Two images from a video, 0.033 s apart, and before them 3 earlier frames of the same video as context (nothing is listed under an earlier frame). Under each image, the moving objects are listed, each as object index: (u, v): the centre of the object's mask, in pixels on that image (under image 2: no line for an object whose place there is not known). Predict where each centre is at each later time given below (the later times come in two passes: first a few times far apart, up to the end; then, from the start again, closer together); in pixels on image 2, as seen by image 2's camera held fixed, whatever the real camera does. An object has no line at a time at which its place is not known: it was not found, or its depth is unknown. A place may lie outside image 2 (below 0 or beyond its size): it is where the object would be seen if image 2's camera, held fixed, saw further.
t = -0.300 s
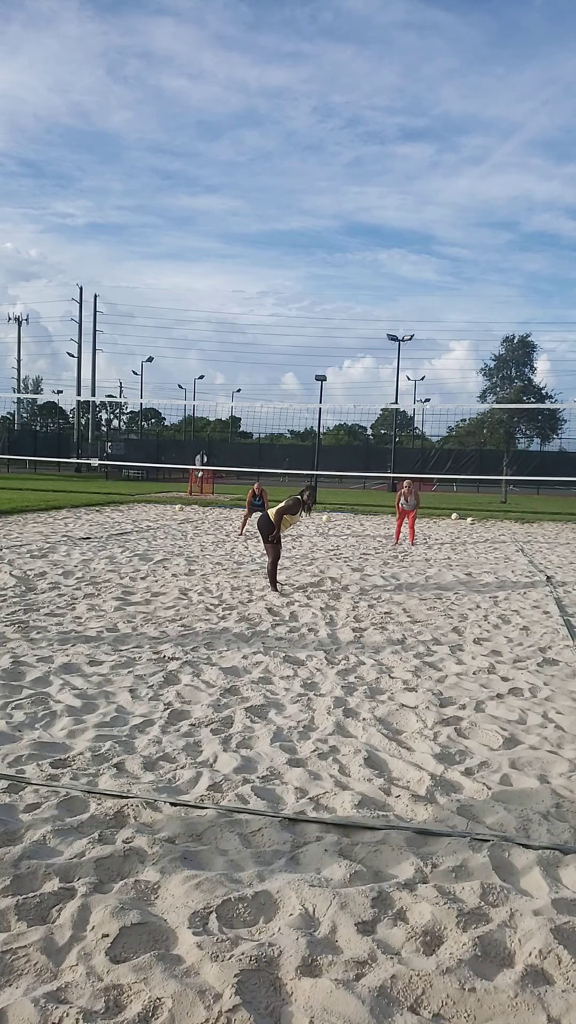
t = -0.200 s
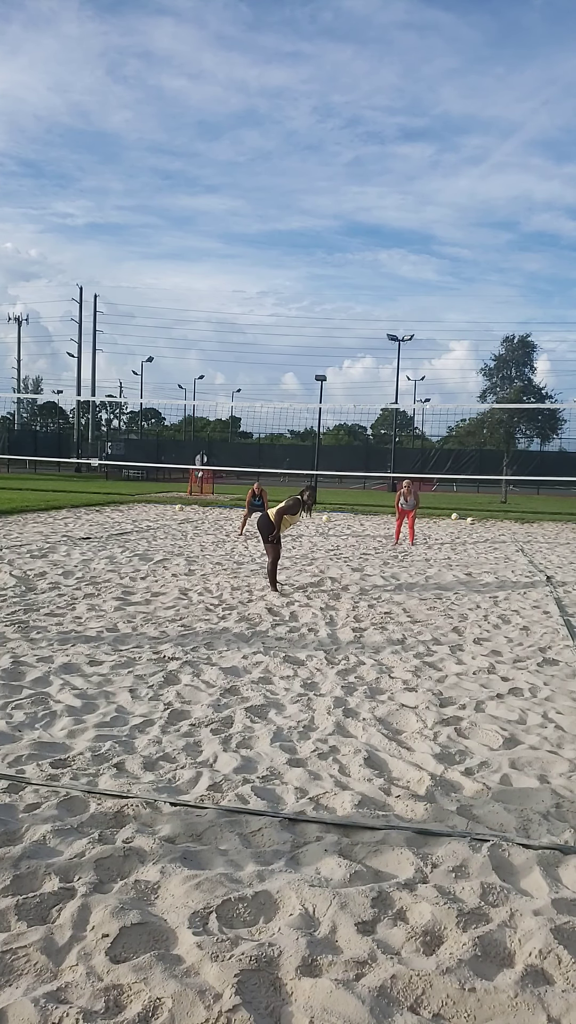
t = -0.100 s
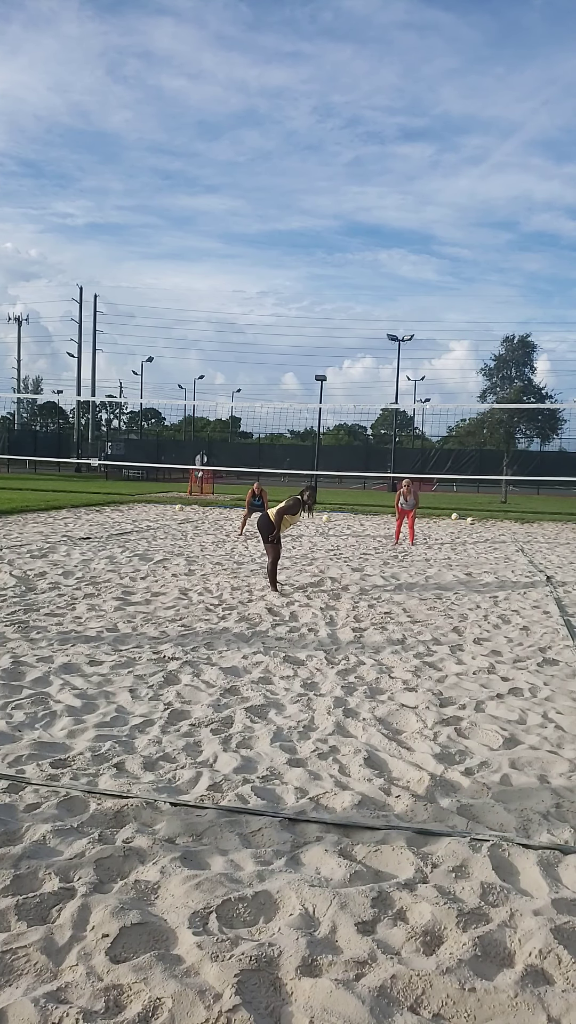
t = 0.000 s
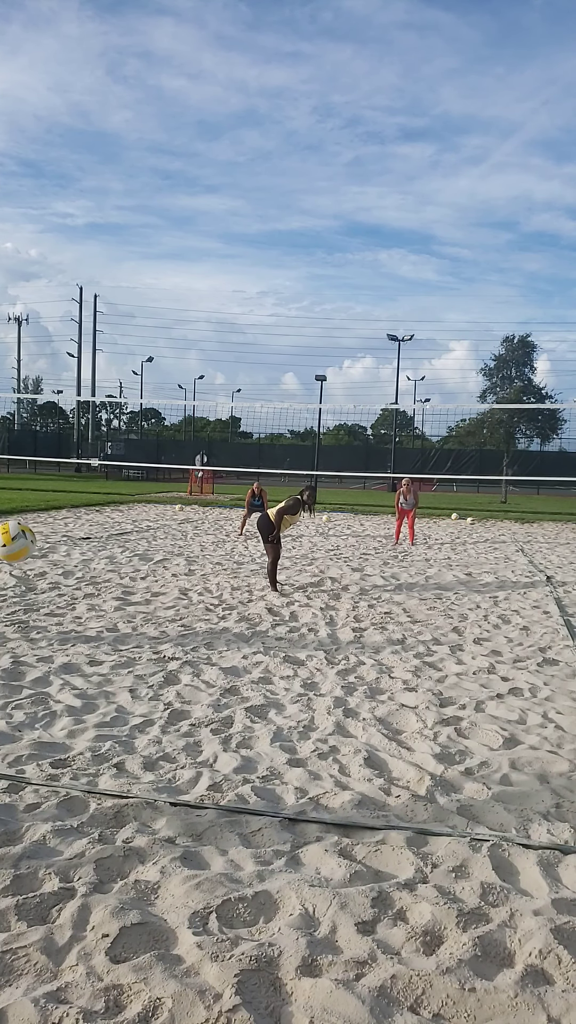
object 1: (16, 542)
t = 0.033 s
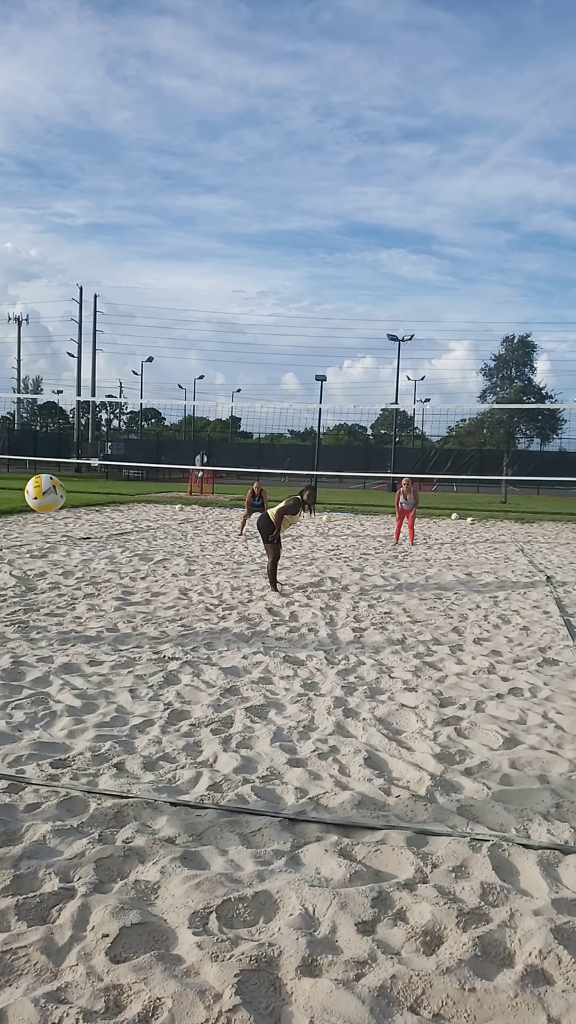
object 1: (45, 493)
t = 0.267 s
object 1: (174, 326)
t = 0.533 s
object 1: (246, 292)
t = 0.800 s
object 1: (291, 322)
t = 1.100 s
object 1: (323, 388)
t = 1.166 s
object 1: (329, 406)
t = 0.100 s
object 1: (95, 421)
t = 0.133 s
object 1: (115, 394)
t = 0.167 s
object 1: (132, 371)
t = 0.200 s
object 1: (148, 353)
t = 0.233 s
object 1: (162, 338)
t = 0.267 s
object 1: (174, 326)
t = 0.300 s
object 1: (186, 316)
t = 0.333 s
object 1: (196, 308)
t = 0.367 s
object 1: (206, 302)
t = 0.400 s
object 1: (215, 297)
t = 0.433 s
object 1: (224, 294)
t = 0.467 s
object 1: (232, 292)
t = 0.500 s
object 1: (240, 292)
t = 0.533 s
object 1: (246, 292)
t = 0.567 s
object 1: (253, 294)
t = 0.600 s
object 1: (259, 296)
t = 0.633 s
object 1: (265, 299)
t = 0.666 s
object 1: (271, 302)
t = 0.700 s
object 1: (276, 306)
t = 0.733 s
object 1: (281, 311)
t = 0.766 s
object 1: (286, 316)
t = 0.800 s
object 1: (291, 322)
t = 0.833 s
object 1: (295, 328)
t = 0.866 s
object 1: (299, 335)
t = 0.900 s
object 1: (303, 342)
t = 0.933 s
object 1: (307, 349)
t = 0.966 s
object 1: (310, 356)
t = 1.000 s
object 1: (314, 364)
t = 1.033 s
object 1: (317, 372)
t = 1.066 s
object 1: (320, 380)
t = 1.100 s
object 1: (323, 388)
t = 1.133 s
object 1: (326, 397)
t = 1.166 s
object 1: (329, 406)
